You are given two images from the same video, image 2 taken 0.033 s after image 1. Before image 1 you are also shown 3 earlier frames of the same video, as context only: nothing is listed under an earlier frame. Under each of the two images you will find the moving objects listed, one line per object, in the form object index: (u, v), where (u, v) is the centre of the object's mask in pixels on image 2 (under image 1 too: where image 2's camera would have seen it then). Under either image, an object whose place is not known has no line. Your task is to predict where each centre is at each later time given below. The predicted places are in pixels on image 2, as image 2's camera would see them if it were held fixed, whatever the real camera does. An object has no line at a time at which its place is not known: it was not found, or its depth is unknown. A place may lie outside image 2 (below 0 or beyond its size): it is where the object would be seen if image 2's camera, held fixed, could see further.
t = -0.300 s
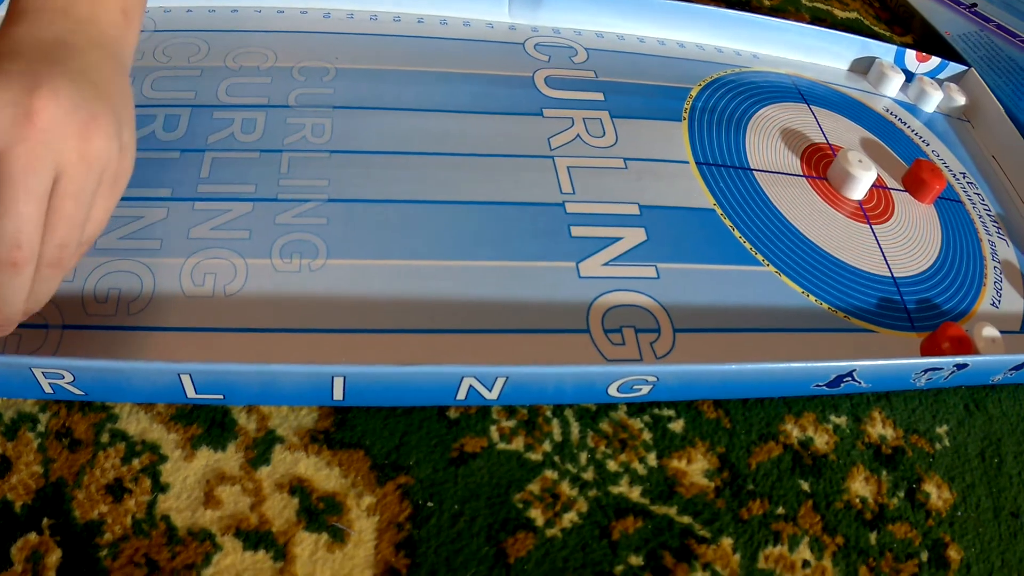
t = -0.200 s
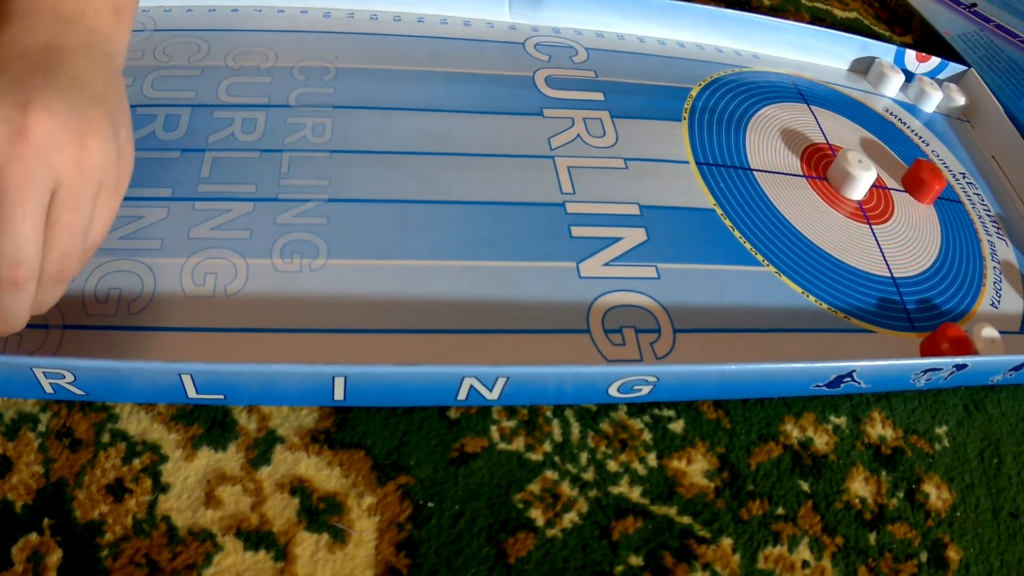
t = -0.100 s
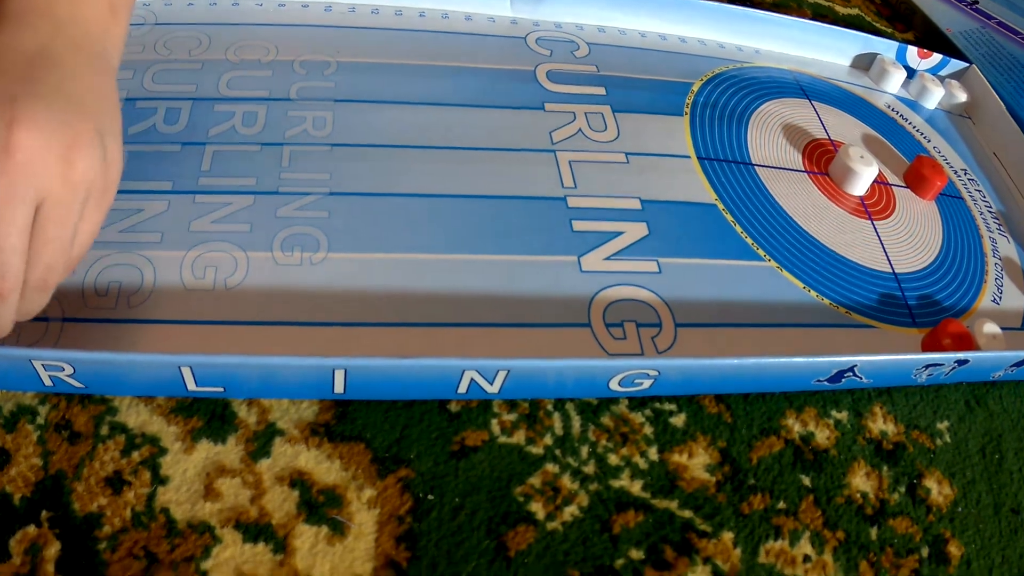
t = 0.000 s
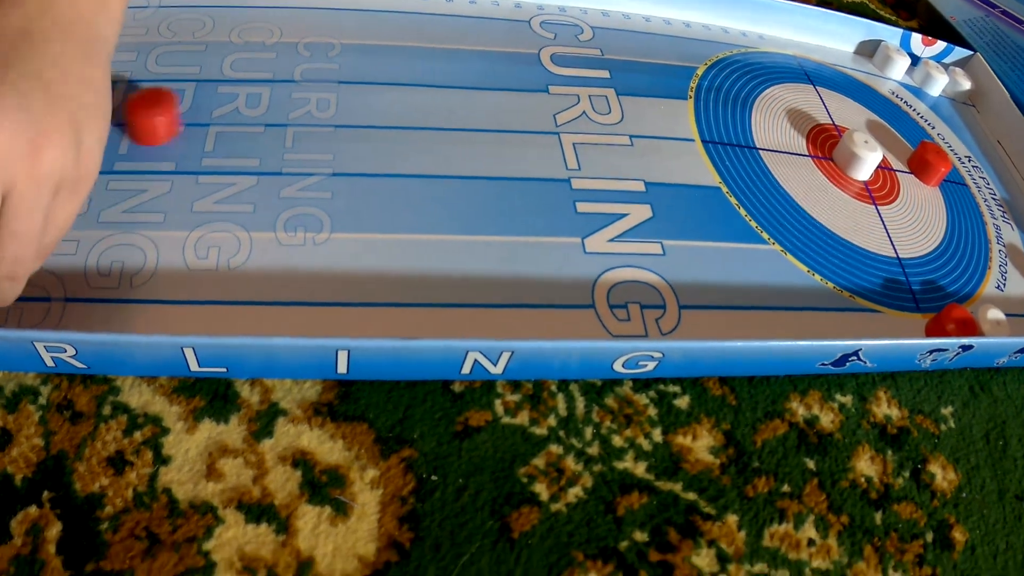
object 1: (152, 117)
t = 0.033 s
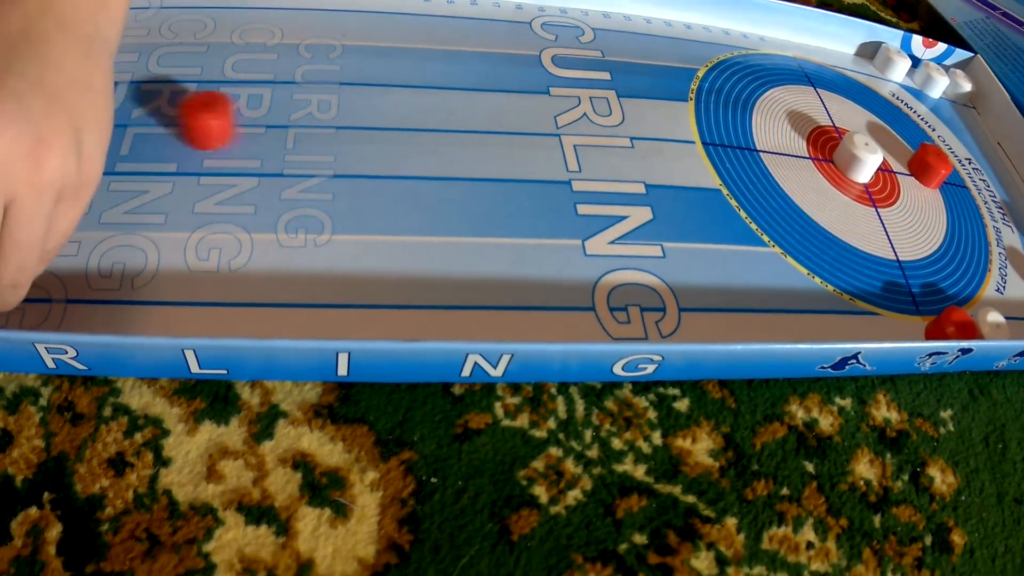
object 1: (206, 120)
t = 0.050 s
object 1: (238, 122)
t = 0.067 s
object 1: (267, 124)
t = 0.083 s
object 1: (293, 125)
